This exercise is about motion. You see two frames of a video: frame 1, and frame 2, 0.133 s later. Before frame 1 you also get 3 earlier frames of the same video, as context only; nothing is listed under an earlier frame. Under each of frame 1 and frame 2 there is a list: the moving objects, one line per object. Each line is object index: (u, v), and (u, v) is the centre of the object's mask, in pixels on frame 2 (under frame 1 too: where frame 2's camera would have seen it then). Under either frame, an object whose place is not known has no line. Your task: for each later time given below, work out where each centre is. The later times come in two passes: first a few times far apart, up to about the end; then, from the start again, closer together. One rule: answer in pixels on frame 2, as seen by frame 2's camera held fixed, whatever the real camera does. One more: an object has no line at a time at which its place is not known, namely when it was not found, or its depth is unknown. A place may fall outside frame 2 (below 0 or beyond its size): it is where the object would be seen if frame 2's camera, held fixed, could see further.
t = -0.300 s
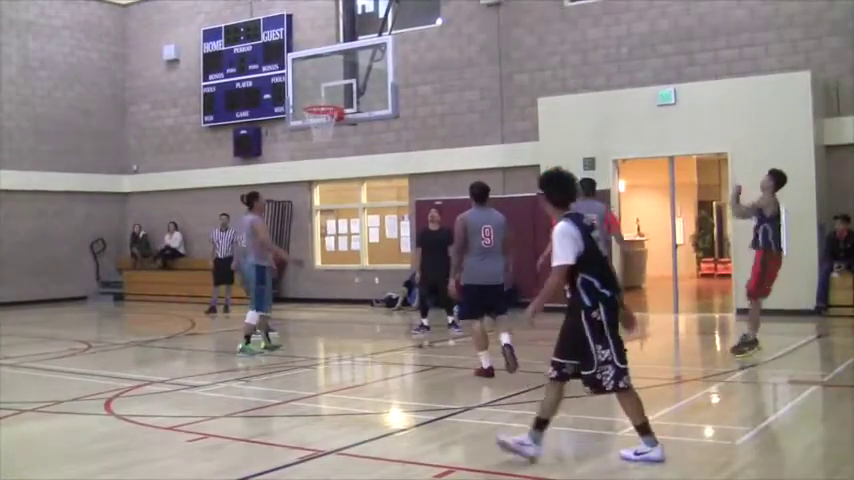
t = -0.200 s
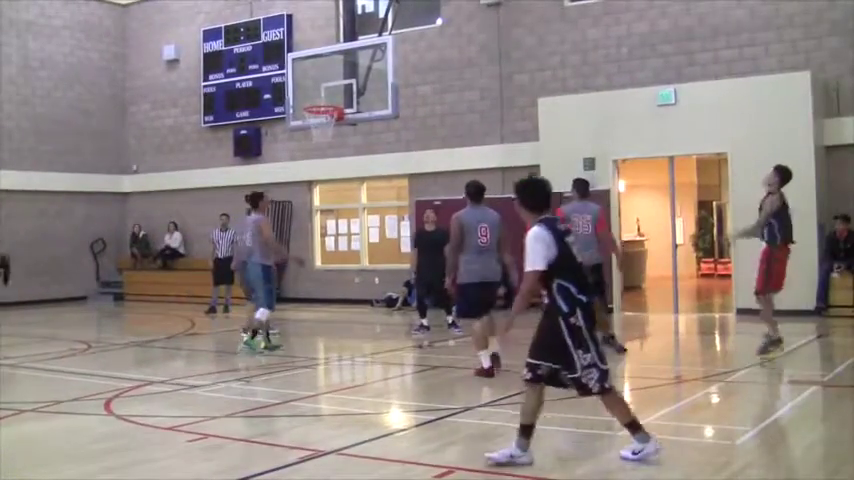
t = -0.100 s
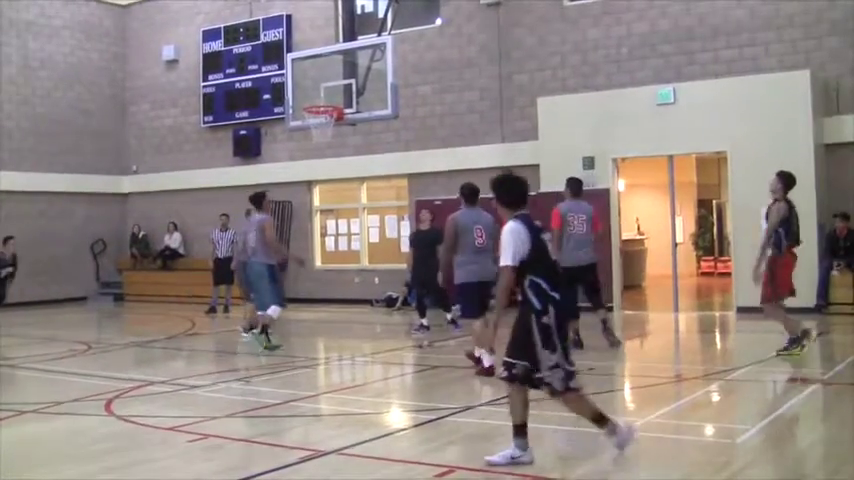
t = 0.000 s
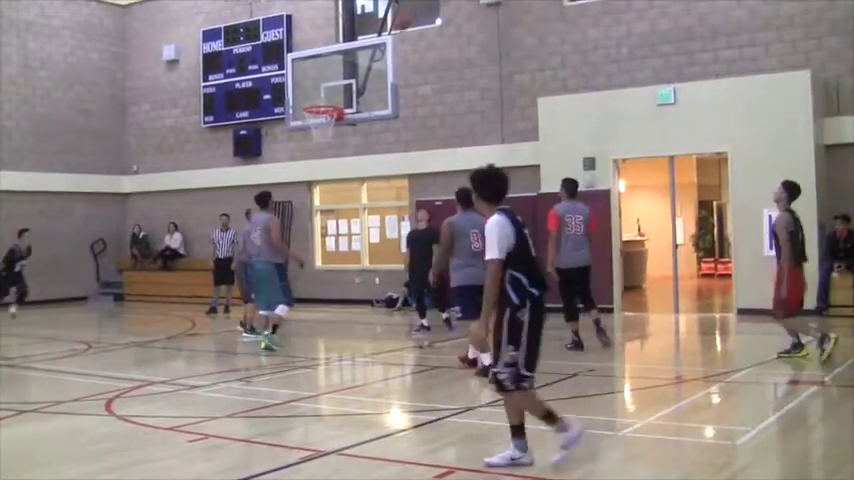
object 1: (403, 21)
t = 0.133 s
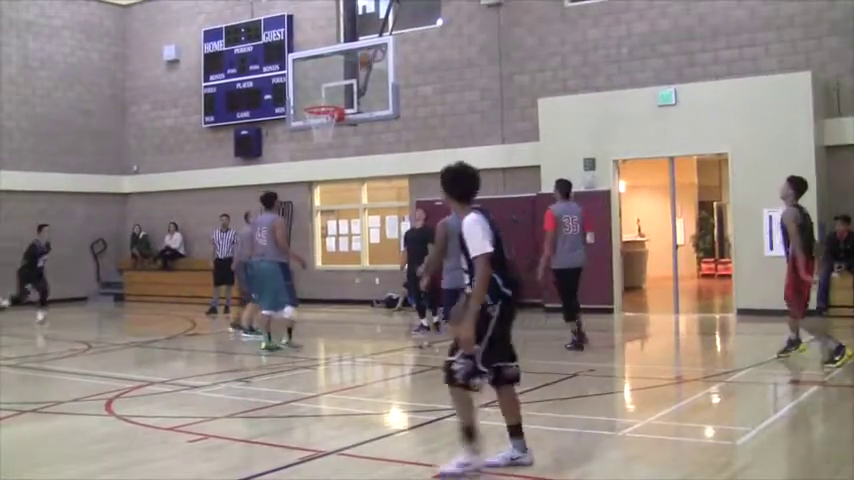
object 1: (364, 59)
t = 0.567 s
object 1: (336, 26)
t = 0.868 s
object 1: (339, 21)
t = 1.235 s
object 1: (347, 106)
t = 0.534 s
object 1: (336, 30)
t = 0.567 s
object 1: (336, 26)
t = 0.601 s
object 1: (336, 22)
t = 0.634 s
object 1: (336, 19)
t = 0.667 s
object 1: (337, 17)
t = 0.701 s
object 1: (337, 16)
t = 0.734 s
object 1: (337, 16)
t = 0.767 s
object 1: (337, 16)
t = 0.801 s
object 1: (338, 16)
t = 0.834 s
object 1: (338, 19)
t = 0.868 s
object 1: (339, 21)
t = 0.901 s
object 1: (340, 25)
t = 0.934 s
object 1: (340, 29)
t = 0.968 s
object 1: (342, 34)
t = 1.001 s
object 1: (342, 40)
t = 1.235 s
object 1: (347, 106)
